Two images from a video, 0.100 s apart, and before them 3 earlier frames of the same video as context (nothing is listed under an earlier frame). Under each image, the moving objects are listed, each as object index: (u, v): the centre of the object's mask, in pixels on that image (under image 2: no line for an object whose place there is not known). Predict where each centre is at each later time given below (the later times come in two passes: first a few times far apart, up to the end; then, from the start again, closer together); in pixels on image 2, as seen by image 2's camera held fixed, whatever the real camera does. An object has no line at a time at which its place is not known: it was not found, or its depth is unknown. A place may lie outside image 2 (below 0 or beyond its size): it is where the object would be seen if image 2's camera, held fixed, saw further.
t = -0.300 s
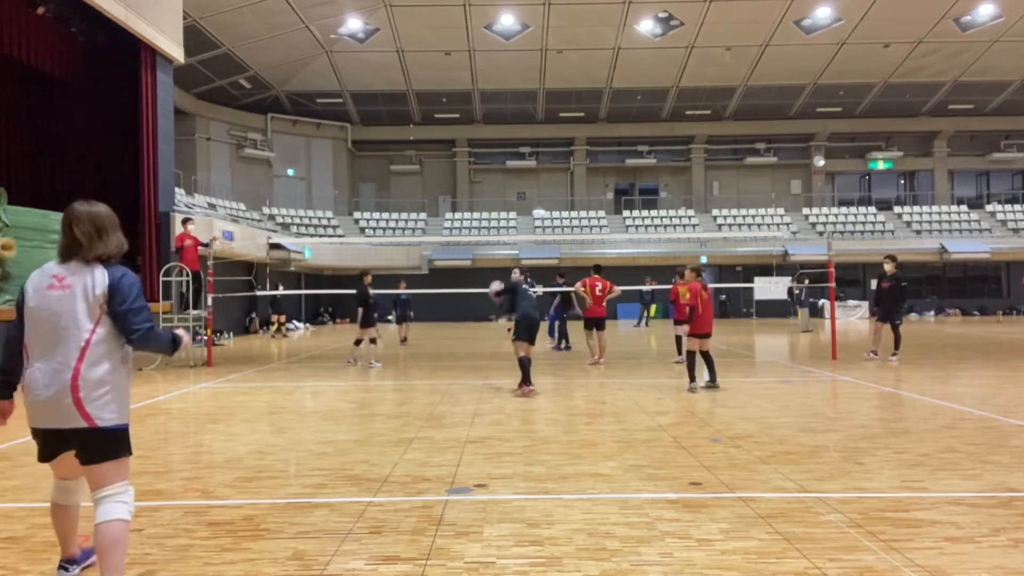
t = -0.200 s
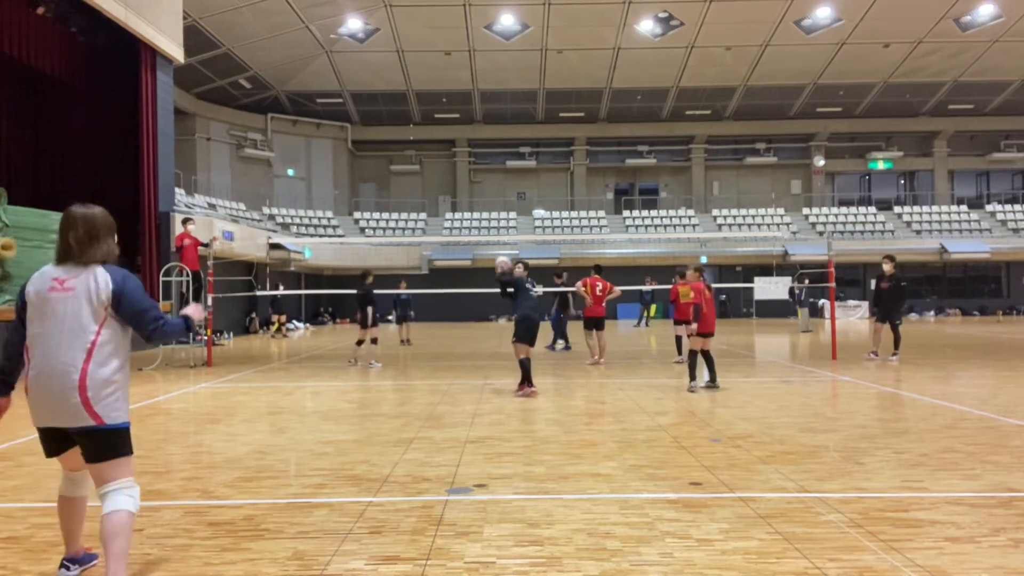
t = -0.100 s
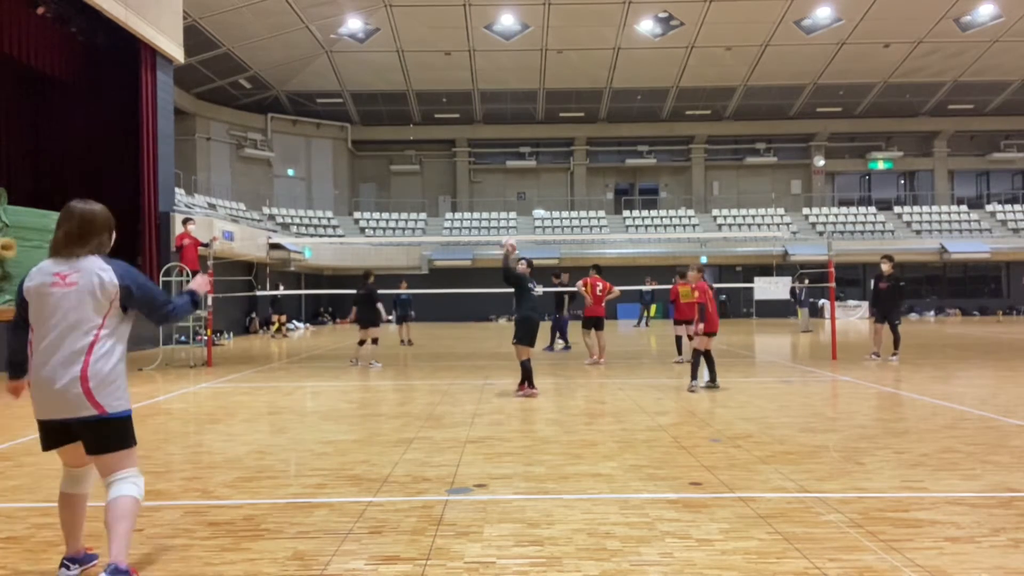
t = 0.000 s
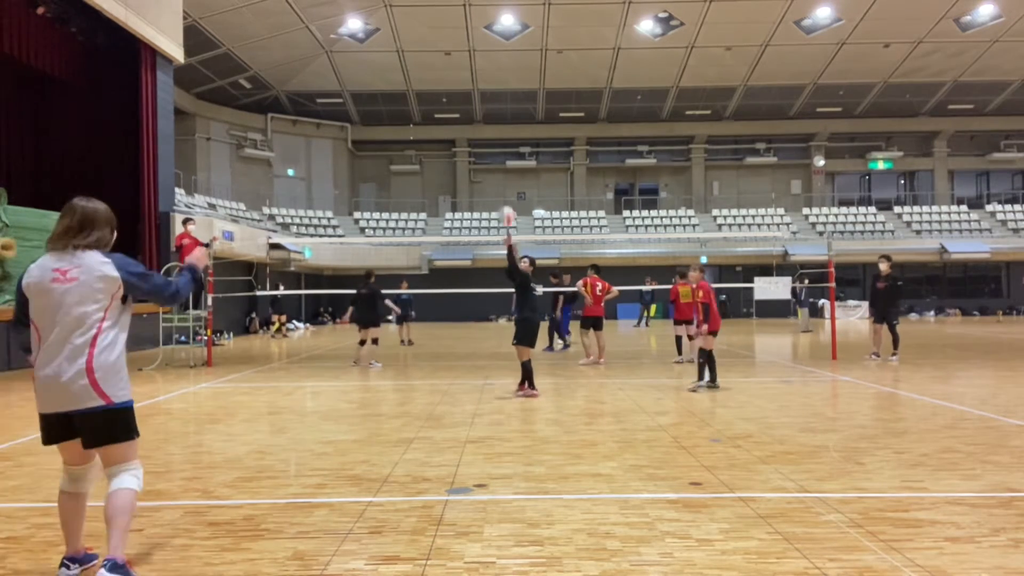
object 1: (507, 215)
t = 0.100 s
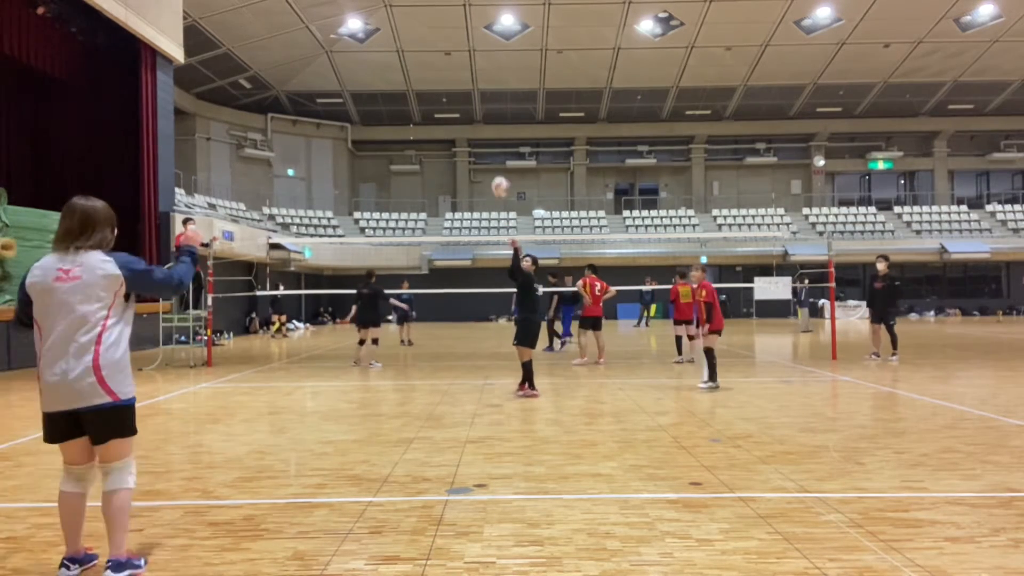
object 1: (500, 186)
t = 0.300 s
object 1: (485, 149)
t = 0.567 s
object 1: (462, 151)
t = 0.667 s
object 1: (452, 172)
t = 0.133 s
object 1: (497, 178)
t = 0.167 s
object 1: (495, 171)
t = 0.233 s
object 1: (490, 158)
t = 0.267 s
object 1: (488, 153)
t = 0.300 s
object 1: (485, 149)
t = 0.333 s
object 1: (481, 145)
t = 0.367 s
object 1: (479, 143)
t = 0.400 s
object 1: (476, 142)
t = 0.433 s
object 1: (474, 141)
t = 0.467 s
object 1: (471, 142)
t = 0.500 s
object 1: (468, 144)
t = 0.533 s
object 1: (465, 147)
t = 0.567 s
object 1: (462, 151)
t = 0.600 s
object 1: (459, 157)
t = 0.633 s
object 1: (455, 164)
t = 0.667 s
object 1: (452, 172)
